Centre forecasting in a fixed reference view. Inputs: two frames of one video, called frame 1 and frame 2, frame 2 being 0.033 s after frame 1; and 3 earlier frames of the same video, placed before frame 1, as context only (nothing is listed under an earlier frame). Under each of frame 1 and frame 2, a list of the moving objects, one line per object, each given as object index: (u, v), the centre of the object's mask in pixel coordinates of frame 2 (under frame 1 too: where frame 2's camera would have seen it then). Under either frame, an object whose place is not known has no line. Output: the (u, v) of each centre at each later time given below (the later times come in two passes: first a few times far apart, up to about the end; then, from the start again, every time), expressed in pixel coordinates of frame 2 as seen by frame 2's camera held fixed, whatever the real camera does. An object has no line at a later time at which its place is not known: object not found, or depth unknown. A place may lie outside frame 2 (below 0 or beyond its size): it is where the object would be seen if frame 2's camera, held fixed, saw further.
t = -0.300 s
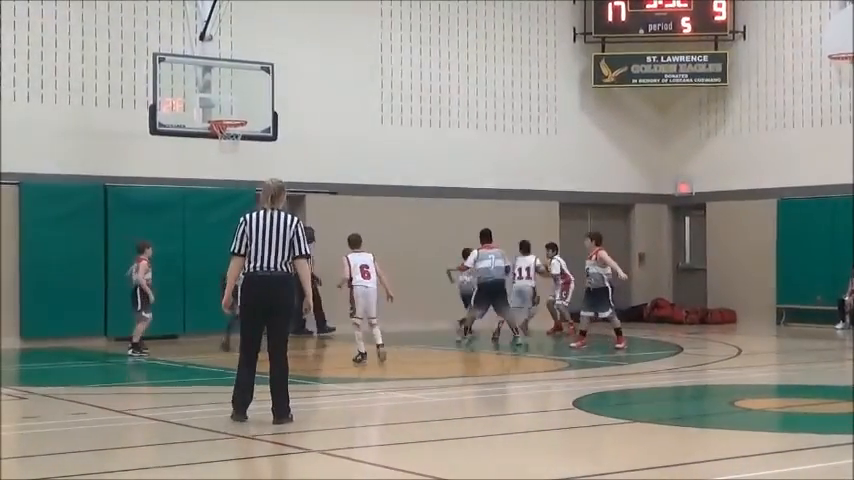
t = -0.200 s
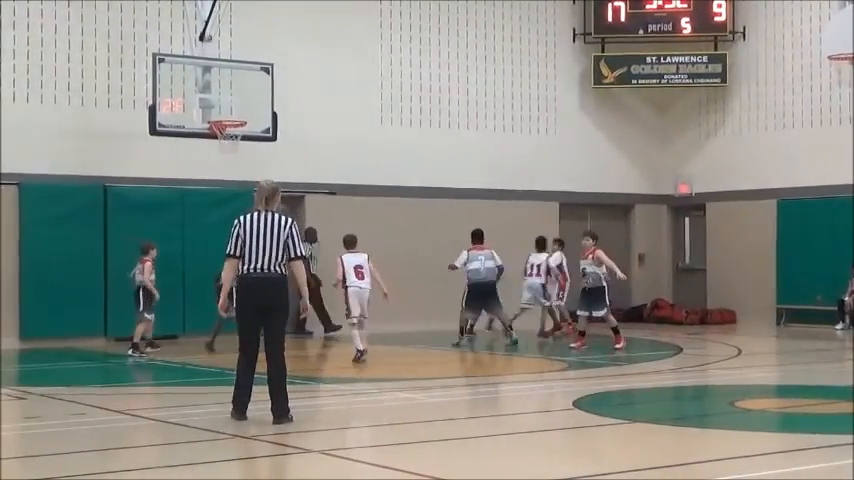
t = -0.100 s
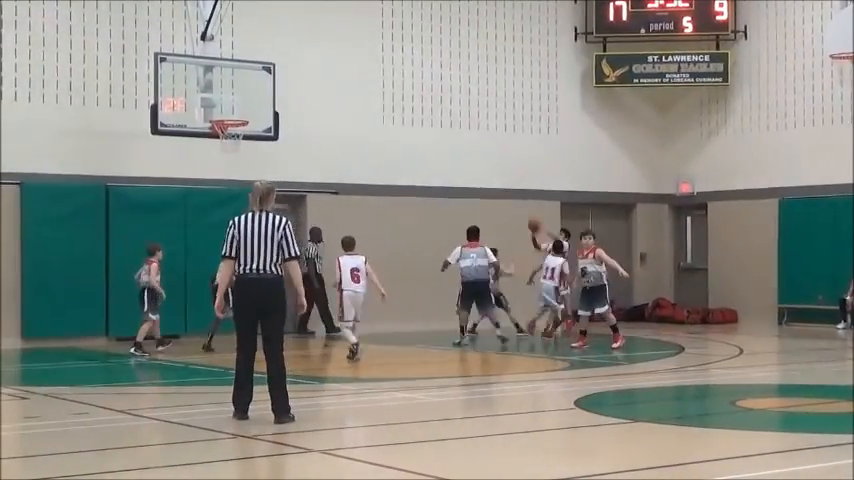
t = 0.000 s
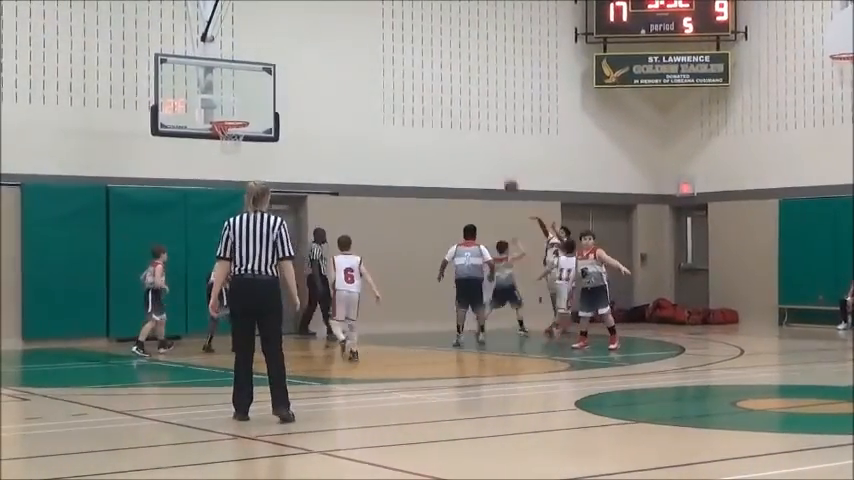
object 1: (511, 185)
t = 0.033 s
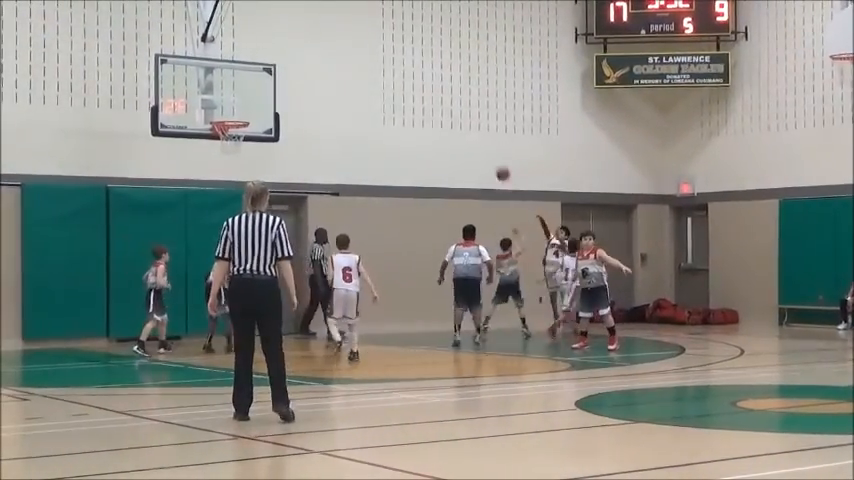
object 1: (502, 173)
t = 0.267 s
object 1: (443, 107)
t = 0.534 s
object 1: (372, 71)
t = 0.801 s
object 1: (300, 82)
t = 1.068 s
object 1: (248, 98)
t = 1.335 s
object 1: (247, 69)
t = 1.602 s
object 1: (245, 89)
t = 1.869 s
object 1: (220, 113)
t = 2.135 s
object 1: (185, 115)
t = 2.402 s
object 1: (166, 127)
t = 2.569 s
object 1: (158, 151)
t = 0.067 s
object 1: (494, 162)
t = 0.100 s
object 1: (485, 151)
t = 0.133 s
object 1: (477, 140)
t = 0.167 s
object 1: (468, 131)
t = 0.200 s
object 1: (460, 122)
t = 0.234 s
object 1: (451, 114)
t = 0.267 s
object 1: (443, 107)
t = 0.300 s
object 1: (434, 100)
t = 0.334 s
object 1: (426, 93)
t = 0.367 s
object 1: (417, 88)
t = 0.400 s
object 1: (408, 83)
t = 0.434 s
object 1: (399, 79)
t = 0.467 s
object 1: (390, 76)
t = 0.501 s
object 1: (381, 72)
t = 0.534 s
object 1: (372, 71)
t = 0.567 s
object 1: (363, 70)
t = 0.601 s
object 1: (355, 69)
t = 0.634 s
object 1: (345, 69)
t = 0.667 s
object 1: (337, 70)
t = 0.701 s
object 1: (327, 72)
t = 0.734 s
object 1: (318, 74)
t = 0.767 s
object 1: (309, 78)
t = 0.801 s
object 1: (300, 82)
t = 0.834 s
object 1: (290, 86)
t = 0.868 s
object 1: (282, 92)
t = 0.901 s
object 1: (272, 99)
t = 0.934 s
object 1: (262, 105)
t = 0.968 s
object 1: (253, 113)
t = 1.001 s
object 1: (249, 113)
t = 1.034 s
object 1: (249, 105)
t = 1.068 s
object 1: (248, 98)
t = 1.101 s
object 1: (248, 91)
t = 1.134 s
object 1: (248, 86)
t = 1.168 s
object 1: (248, 81)
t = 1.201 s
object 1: (248, 76)
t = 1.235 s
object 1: (247, 73)
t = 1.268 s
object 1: (247, 70)
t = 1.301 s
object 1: (247, 69)
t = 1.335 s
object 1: (247, 69)
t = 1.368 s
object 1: (246, 68)
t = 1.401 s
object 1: (246, 69)
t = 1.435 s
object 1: (246, 69)
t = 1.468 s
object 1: (246, 72)
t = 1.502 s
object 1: (245, 75)
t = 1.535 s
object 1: (245, 79)
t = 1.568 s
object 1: (245, 84)
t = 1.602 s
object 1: (245, 89)
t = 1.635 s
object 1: (245, 95)
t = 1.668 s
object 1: (245, 102)
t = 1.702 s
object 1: (244, 110)
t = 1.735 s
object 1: (244, 115)
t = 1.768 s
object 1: (238, 114)
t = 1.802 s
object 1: (231, 113)
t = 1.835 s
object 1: (226, 112)
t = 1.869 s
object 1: (220, 113)
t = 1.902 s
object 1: (213, 113)
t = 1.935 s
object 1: (210, 112)
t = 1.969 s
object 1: (206, 110)
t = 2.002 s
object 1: (202, 110)
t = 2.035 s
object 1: (197, 110)
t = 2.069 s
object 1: (193, 111)
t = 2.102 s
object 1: (189, 113)
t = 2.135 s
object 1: (185, 115)
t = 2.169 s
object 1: (181, 120)
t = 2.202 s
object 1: (176, 123)
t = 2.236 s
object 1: (173, 126)
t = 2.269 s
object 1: (172, 125)
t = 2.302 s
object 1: (170, 124)
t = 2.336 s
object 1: (170, 125)
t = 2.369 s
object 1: (168, 126)
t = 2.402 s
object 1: (166, 127)
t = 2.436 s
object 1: (165, 132)
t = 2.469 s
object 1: (162, 135)
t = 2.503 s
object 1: (161, 139)
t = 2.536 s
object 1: (159, 145)
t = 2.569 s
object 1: (158, 151)
